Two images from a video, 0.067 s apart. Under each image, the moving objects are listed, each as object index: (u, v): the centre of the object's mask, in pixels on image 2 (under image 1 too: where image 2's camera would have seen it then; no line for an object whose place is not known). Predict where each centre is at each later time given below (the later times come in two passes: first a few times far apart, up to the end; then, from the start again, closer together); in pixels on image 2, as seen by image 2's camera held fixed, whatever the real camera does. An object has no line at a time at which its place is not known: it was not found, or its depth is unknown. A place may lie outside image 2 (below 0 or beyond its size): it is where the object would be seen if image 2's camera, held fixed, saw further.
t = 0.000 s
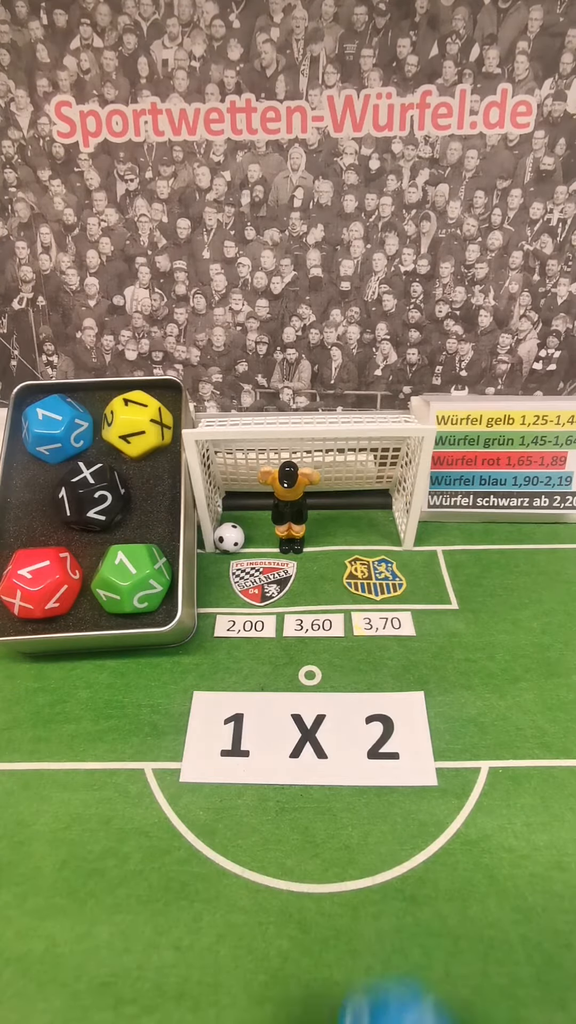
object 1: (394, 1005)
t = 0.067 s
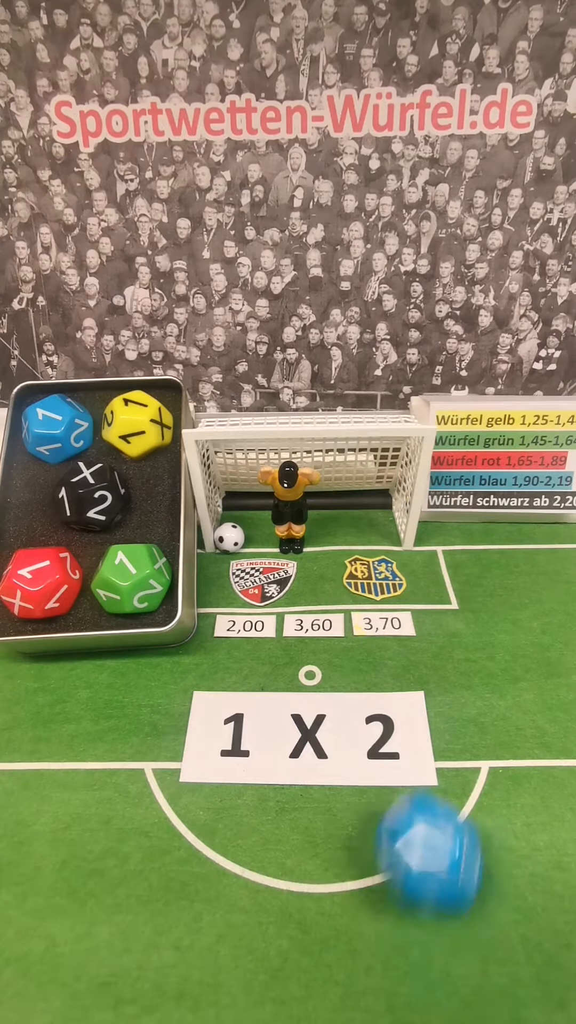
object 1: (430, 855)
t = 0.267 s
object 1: (443, 536)
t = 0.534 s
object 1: (548, 555)
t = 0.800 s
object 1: (548, 559)
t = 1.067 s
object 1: (548, 559)
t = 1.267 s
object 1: (548, 559)
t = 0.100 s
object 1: (445, 774)
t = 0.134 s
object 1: (453, 710)
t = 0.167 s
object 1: (453, 652)
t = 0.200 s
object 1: (451, 608)
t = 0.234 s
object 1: (445, 569)
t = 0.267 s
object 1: (443, 536)
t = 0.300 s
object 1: (458, 531)
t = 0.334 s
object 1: (477, 526)
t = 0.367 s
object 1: (494, 527)
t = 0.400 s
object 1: (509, 533)
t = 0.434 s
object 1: (525, 539)
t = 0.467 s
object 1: (538, 544)
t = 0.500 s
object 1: (544, 549)
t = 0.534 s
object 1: (548, 555)
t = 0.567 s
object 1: (553, 560)
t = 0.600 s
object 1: (555, 561)
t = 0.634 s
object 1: (555, 561)
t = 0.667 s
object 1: (552, 560)
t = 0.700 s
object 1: (548, 559)
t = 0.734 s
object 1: (548, 559)
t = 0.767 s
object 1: (548, 559)
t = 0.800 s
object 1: (548, 559)
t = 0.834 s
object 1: (548, 559)
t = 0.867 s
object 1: (548, 559)
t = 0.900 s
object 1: (548, 559)
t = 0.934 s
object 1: (548, 559)
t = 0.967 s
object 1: (548, 559)
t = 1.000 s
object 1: (548, 559)
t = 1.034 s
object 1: (548, 559)
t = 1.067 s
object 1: (548, 559)
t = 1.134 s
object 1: (548, 559)
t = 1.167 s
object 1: (548, 559)
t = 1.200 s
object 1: (548, 559)
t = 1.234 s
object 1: (548, 559)
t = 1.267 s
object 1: (548, 559)
